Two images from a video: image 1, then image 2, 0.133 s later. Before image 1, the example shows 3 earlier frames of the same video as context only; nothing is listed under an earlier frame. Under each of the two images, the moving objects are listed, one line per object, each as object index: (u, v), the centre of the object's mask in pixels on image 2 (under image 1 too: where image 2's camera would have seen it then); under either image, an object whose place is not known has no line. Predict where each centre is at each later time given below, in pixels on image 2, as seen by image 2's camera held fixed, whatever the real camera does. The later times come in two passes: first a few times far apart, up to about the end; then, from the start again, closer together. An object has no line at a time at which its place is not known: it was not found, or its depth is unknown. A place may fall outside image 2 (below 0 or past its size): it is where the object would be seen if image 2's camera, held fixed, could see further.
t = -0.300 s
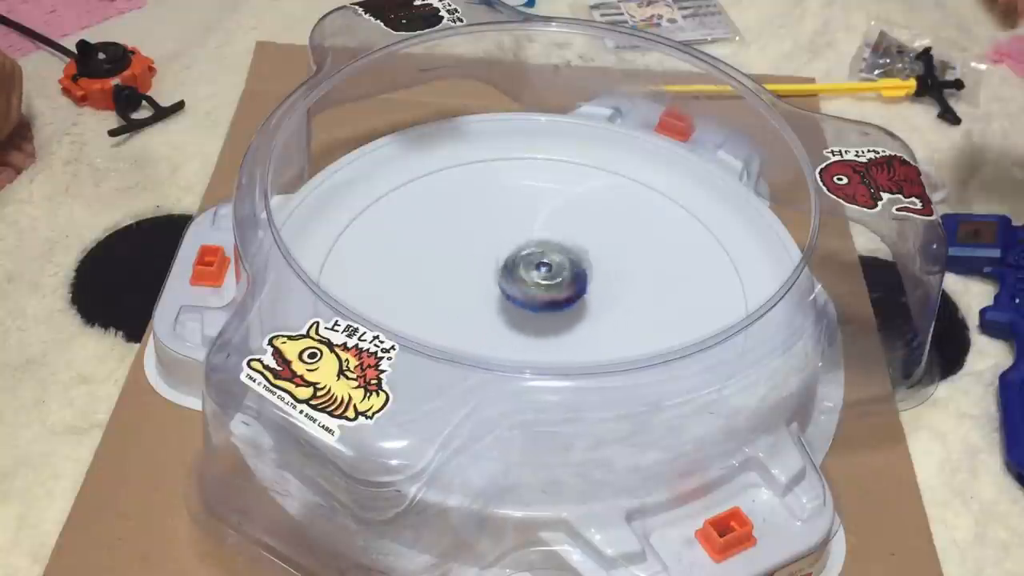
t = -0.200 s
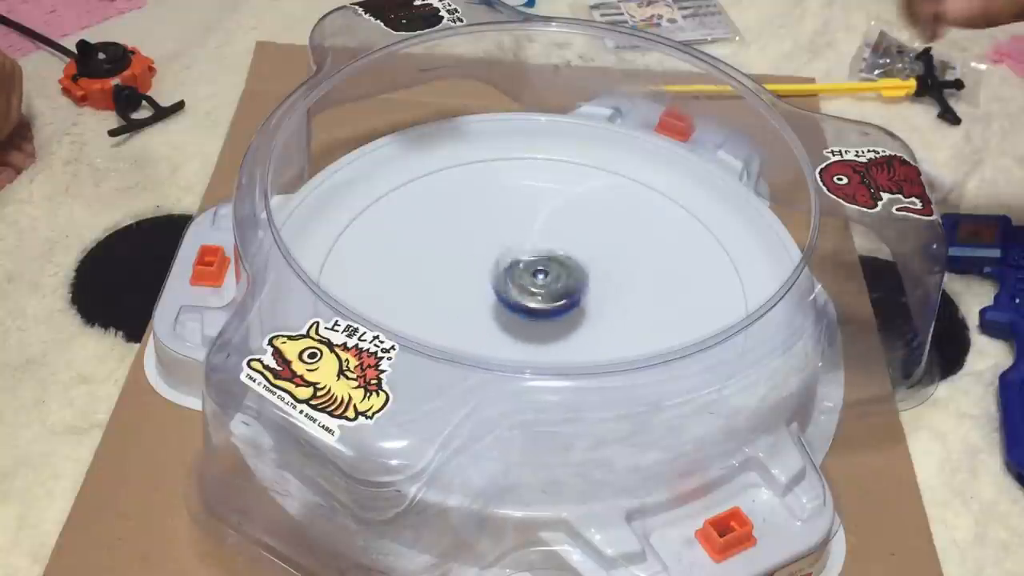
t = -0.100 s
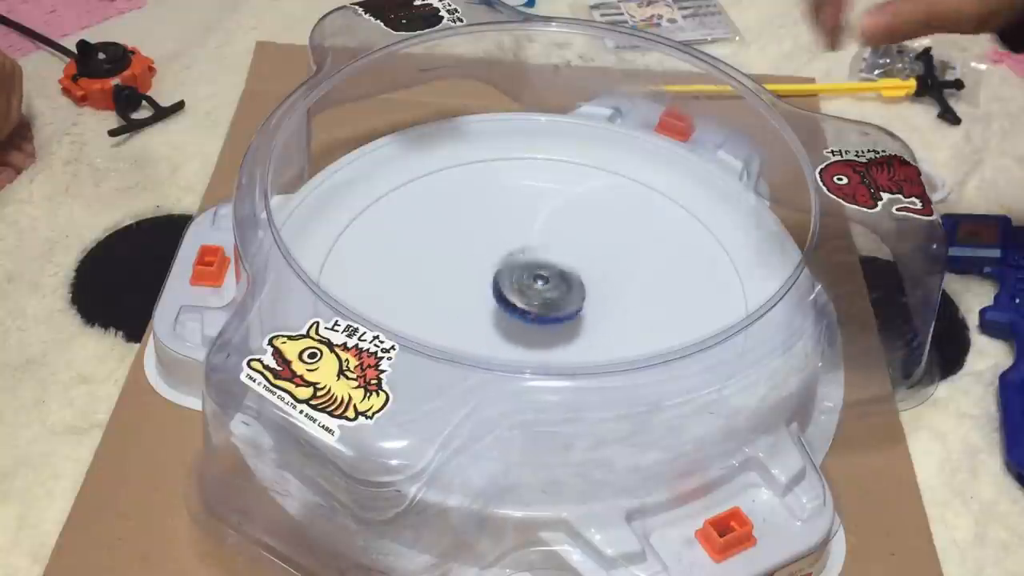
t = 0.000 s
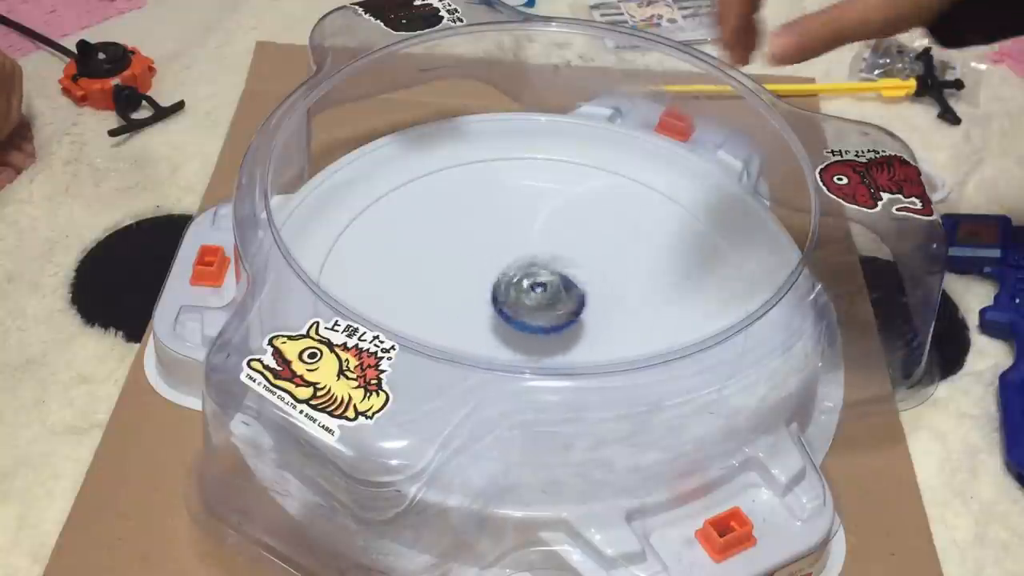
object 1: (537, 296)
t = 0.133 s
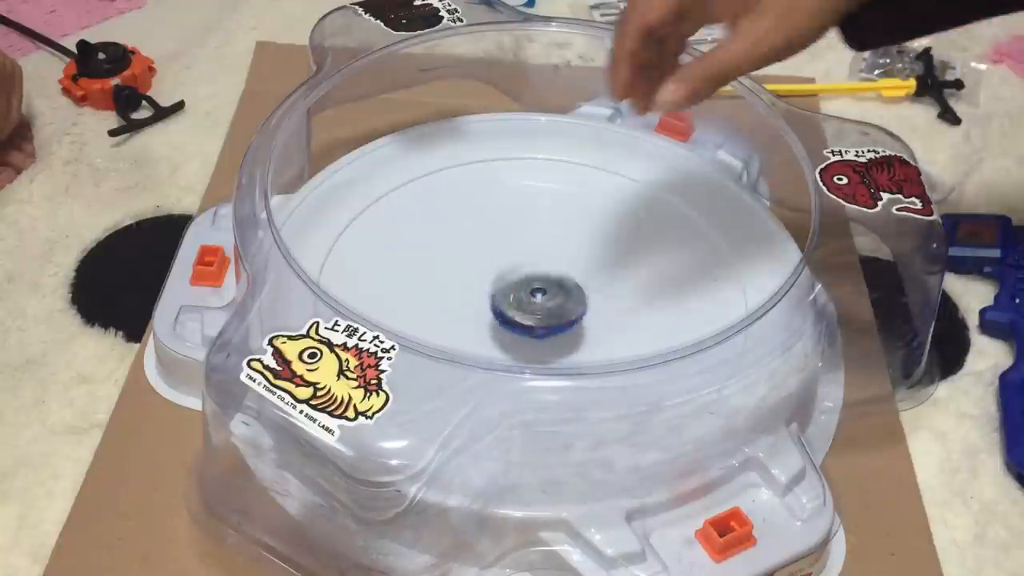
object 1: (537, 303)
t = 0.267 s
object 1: (538, 305)
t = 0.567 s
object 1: (527, 298)
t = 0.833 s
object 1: (507, 286)
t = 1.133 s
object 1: (510, 288)
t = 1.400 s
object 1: (518, 273)
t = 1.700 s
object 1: (514, 271)
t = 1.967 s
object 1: (536, 281)
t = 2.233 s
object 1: (533, 278)
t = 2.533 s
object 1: (546, 288)
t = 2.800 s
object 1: (555, 279)
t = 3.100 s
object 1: (545, 289)
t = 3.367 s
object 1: (525, 303)
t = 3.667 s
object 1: (540, 308)
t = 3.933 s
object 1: (540, 298)
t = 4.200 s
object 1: (538, 303)
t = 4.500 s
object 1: (538, 298)
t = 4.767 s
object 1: (543, 298)
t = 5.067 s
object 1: (540, 298)
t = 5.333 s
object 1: (538, 306)
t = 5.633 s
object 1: (539, 301)
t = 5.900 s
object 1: (519, 302)
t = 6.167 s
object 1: (519, 302)
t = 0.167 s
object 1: (538, 303)
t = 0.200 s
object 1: (539, 304)
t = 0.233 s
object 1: (538, 305)
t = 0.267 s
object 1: (538, 305)
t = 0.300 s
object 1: (539, 305)
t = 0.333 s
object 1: (538, 304)
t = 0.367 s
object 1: (536, 303)
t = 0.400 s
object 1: (536, 304)
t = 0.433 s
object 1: (535, 302)
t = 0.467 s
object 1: (533, 301)
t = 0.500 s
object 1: (531, 299)
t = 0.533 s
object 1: (530, 299)
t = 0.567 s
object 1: (527, 298)
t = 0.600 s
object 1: (525, 295)
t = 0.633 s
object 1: (521, 294)
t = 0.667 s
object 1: (517, 291)
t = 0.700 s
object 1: (514, 289)
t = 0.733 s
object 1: (513, 288)
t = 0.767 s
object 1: (511, 286)
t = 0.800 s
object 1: (509, 287)
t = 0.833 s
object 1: (507, 286)
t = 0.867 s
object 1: (505, 287)
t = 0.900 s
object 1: (503, 285)
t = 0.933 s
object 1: (503, 286)
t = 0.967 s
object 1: (502, 287)
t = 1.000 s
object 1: (503, 288)
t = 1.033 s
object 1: (506, 288)
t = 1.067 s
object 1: (507, 287)
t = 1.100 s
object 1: (509, 287)
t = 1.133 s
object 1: (510, 288)
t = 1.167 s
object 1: (511, 287)
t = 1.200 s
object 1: (512, 285)
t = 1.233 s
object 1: (514, 284)
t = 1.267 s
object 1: (515, 284)
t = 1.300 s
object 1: (516, 281)
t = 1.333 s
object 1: (519, 280)
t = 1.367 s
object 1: (518, 278)
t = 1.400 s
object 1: (518, 273)
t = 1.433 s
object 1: (517, 272)
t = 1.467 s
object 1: (517, 270)
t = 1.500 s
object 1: (517, 270)
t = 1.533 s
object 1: (517, 268)
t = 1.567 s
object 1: (515, 268)
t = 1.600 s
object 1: (514, 266)
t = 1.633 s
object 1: (514, 267)
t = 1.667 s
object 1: (512, 266)
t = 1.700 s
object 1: (514, 271)
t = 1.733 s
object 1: (516, 272)
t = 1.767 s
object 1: (520, 273)
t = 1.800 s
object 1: (523, 275)
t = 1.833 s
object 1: (527, 277)
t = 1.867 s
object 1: (531, 280)
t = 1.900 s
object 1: (533, 281)
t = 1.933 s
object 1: (535, 281)
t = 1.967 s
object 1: (536, 281)
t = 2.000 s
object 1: (537, 279)
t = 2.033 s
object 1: (537, 276)
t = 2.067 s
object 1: (539, 277)
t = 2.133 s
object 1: (538, 276)
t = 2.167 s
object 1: (537, 280)
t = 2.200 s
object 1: (536, 279)
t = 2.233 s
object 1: (533, 278)
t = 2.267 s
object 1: (531, 277)
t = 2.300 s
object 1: (532, 278)
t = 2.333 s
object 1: (532, 279)
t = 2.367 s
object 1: (534, 281)
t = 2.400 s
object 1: (537, 286)
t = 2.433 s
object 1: (539, 287)
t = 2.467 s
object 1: (540, 288)
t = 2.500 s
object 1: (544, 287)
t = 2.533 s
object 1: (546, 288)
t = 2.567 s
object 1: (550, 287)
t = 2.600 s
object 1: (552, 286)
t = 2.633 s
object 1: (555, 286)
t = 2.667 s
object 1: (554, 286)
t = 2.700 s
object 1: (556, 284)
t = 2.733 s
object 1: (555, 282)
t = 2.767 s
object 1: (557, 281)
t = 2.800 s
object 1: (555, 279)
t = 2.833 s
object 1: (556, 279)
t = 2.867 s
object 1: (554, 277)
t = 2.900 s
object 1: (554, 278)
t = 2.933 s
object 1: (553, 276)
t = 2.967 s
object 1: (551, 277)
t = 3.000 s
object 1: (548, 278)
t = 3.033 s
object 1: (546, 281)
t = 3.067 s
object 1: (546, 284)
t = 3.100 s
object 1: (545, 289)
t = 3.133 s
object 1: (542, 291)
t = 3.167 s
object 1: (538, 297)
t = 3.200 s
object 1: (533, 295)
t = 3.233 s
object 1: (530, 299)
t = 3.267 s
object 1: (530, 300)
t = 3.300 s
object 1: (527, 303)
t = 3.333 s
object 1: (527, 304)
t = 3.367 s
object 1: (525, 303)
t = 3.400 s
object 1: (525, 306)
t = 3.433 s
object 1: (524, 304)
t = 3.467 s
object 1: (523, 307)
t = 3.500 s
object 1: (526, 307)
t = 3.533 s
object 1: (526, 309)
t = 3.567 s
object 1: (529, 309)
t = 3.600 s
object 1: (532, 309)
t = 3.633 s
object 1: (536, 309)
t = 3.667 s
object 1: (540, 308)
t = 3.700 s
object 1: (541, 307)
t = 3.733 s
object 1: (545, 303)
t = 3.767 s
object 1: (546, 298)
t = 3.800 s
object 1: (550, 298)
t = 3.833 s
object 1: (548, 295)
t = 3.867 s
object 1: (545, 296)
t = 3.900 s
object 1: (543, 296)
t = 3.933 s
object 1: (540, 298)
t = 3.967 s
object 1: (535, 296)
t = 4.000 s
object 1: (532, 298)
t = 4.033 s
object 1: (531, 298)
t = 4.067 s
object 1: (529, 299)
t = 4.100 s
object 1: (530, 301)
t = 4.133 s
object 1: (530, 300)
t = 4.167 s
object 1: (533, 302)
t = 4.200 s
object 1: (538, 303)
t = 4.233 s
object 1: (537, 302)
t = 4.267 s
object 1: (537, 301)
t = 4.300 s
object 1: (539, 301)
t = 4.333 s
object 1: (537, 299)
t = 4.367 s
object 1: (537, 299)
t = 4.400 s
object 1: (536, 298)
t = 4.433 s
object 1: (537, 299)
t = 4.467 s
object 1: (539, 298)
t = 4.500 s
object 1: (538, 298)
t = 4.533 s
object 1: (539, 300)
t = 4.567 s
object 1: (542, 302)
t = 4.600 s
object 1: (542, 300)
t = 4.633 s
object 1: (540, 299)
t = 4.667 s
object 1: (541, 300)
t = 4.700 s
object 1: (542, 300)
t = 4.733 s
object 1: (544, 298)
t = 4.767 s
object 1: (543, 298)
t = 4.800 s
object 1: (543, 299)
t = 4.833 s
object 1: (542, 299)
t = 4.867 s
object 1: (542, 297)
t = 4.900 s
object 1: (543, 297)
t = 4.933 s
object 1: (542, 296)
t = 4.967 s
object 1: (543, 297)
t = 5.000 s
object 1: (541, 296)
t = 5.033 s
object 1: (541, 297)
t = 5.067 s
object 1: (540, 298)
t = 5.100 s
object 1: (543, 298)
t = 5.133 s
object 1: (539, 295)
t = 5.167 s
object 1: (537, 298)
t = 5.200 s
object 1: (538, 299)
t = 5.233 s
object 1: (538, 299)
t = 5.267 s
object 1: (538, 302)
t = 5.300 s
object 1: (539, 304)
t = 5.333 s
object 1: (538, 306)
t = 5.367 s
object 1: (540, 307)
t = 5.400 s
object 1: (542, 309)
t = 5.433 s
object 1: (544, 309)
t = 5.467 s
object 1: (544, 308)
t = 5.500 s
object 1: (543, 306)
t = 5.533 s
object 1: (543, 304)
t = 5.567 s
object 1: (543, 303)
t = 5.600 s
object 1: (542, 300)
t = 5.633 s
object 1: (539, 301)
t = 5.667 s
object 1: (536, 300)
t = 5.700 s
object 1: (532, 297)
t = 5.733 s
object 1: (530, 299)
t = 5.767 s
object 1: (529, 299)
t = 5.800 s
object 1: (526, 299)
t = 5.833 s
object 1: (523, 300)
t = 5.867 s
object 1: (521, 301)
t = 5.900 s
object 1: (519, 302)
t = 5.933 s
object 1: (517, 303)
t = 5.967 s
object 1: (515, 304)
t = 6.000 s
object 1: (514, 304)
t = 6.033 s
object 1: (513, 304)
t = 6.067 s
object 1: (514, 304)
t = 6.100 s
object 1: (515, 304)
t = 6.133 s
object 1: (517, 303)
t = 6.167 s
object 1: (519, 302)
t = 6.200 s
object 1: (521, 301)
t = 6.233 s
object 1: (523, 300)
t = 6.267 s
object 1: (524, 299)
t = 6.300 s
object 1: (525, 298)
